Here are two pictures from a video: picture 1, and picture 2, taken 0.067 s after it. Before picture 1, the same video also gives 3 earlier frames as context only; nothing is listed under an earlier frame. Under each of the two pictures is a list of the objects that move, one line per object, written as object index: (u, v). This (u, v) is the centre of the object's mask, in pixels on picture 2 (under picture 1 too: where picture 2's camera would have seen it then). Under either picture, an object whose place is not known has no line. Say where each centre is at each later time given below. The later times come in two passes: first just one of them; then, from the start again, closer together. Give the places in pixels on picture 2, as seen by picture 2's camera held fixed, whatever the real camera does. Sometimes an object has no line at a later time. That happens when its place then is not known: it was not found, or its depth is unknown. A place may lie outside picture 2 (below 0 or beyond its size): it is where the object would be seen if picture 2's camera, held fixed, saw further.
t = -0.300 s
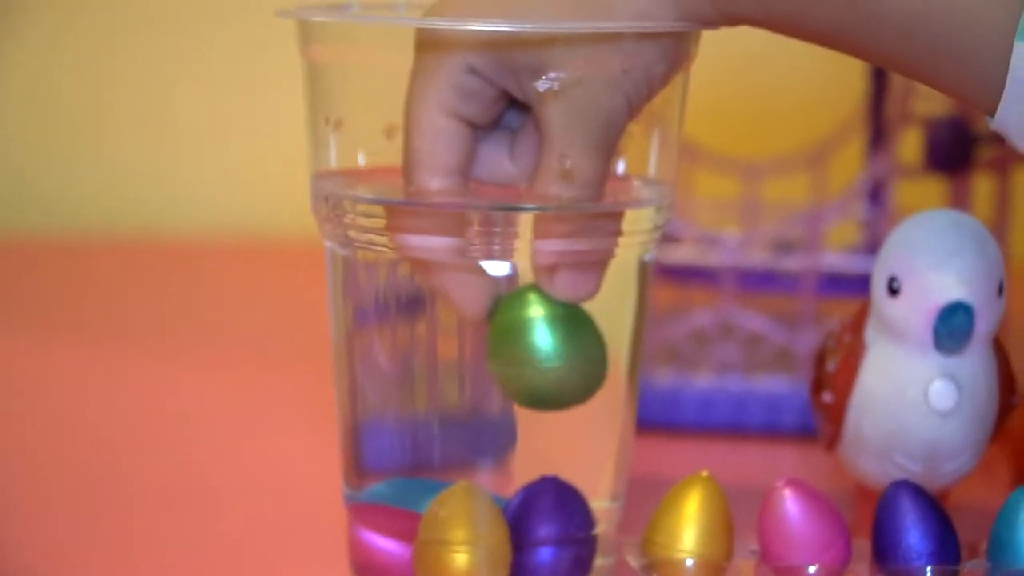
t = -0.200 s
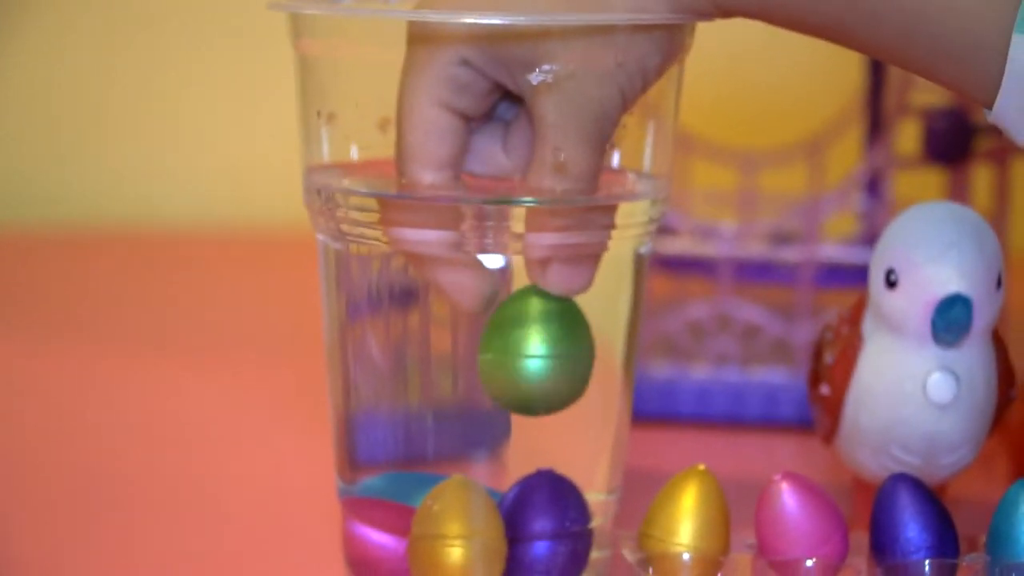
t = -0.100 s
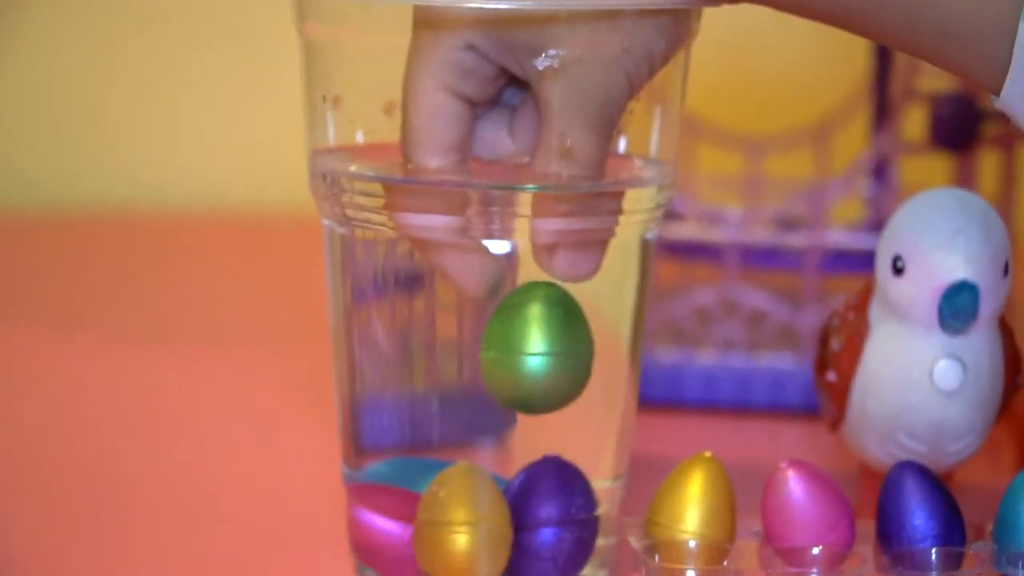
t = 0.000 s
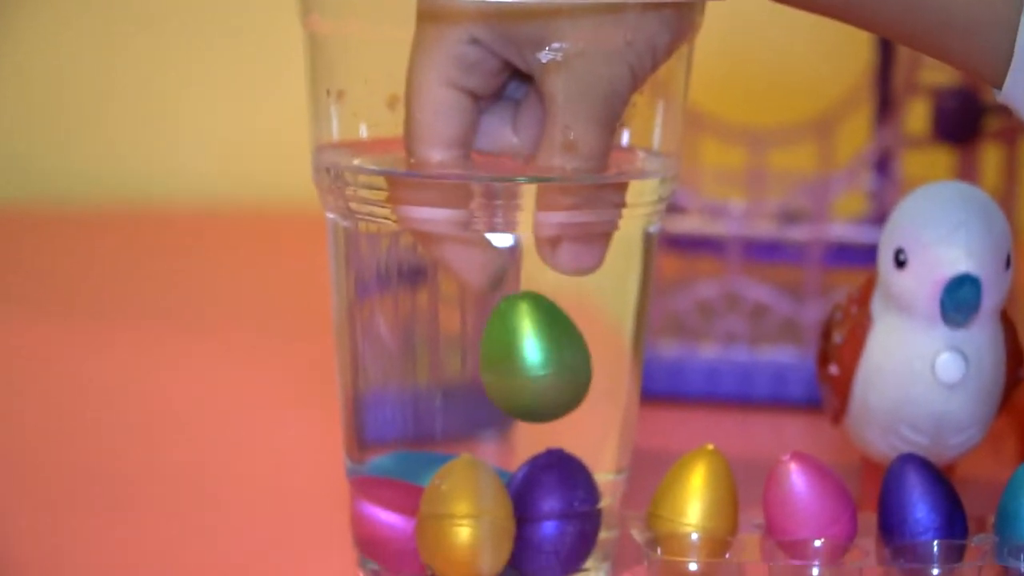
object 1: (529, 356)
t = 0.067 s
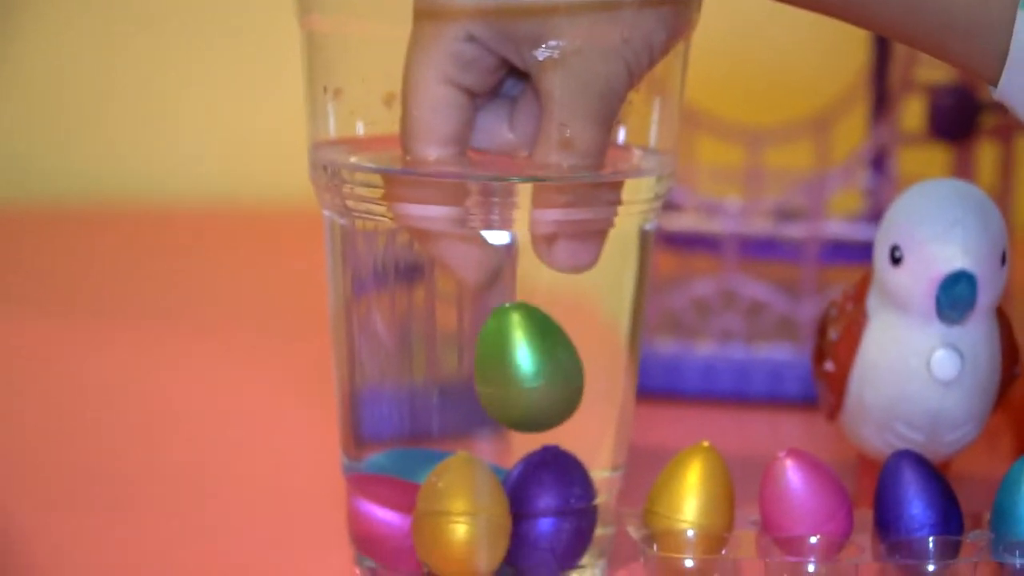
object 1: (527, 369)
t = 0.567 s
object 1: (531, 433)
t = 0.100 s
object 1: (526, 376)
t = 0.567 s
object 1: (531, 433)
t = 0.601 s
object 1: (533, 435)
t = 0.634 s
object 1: (535, 439)
